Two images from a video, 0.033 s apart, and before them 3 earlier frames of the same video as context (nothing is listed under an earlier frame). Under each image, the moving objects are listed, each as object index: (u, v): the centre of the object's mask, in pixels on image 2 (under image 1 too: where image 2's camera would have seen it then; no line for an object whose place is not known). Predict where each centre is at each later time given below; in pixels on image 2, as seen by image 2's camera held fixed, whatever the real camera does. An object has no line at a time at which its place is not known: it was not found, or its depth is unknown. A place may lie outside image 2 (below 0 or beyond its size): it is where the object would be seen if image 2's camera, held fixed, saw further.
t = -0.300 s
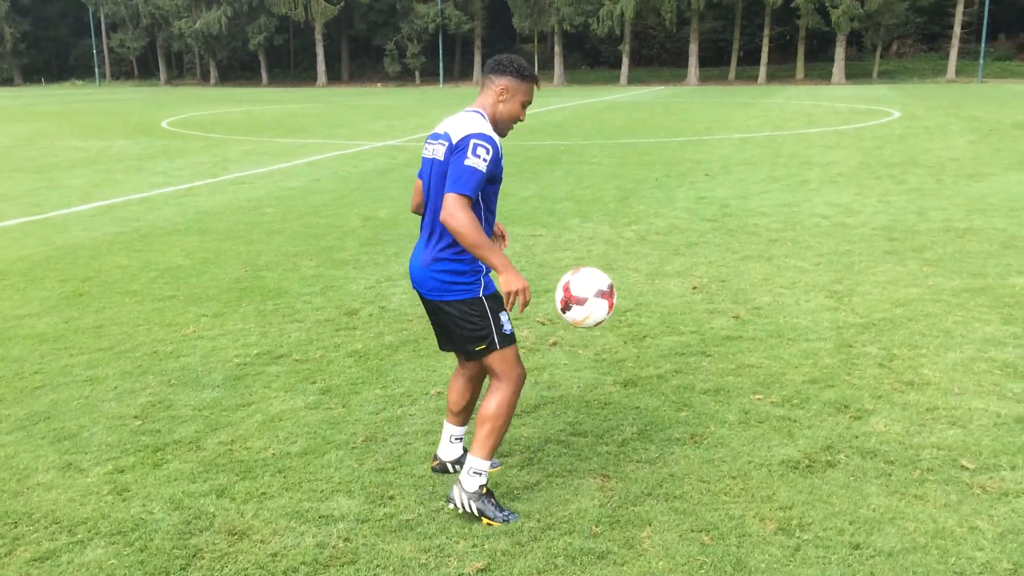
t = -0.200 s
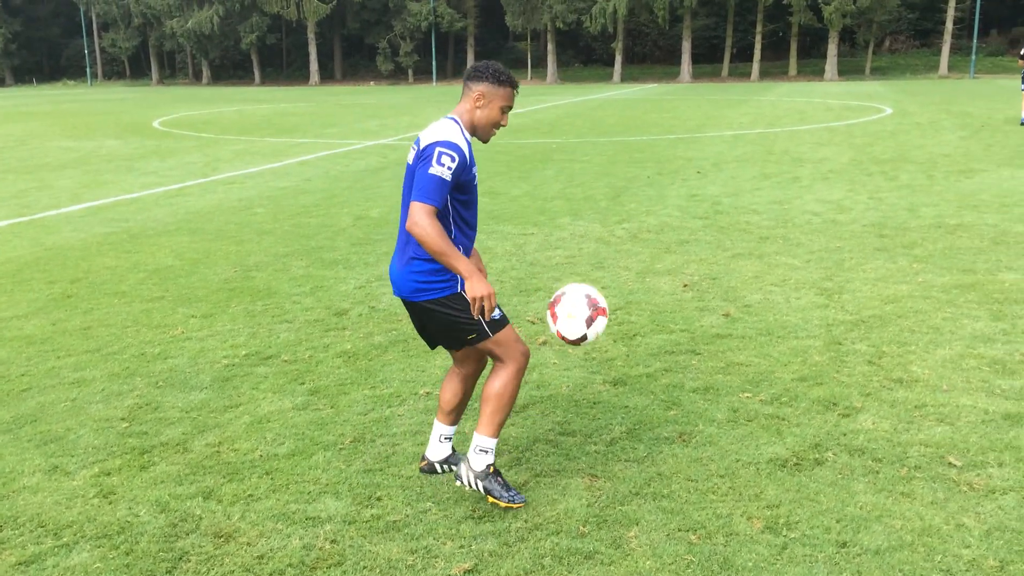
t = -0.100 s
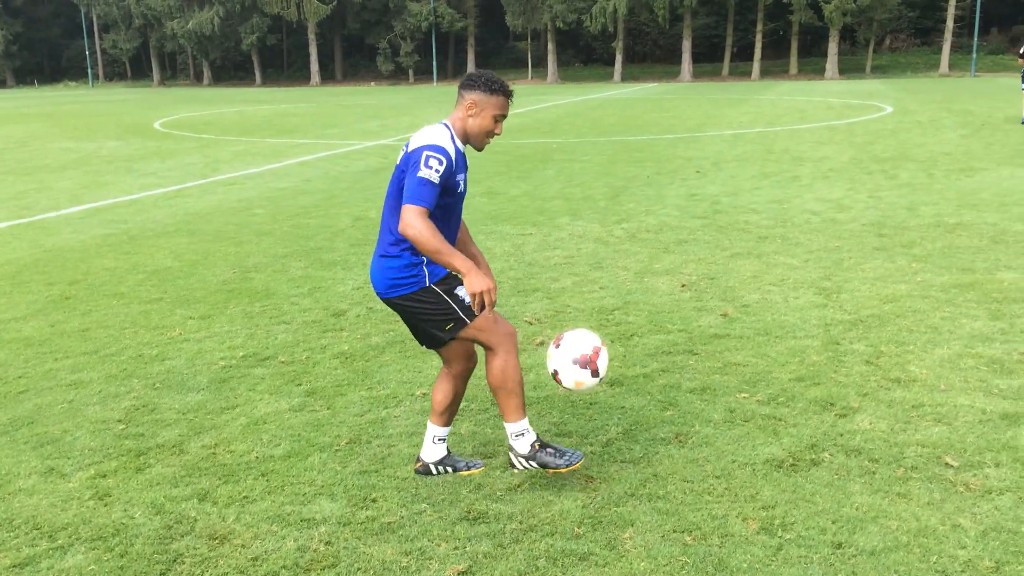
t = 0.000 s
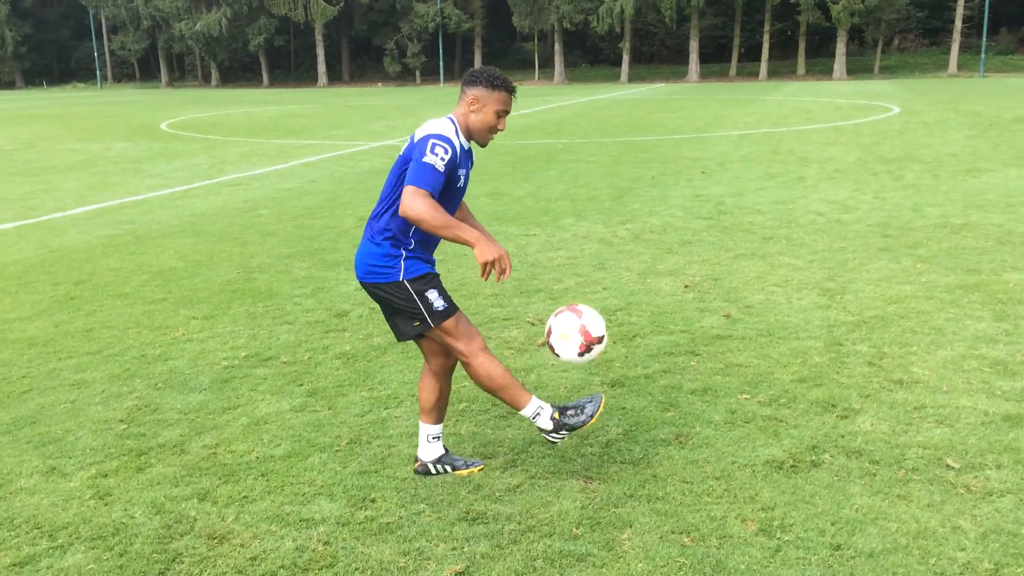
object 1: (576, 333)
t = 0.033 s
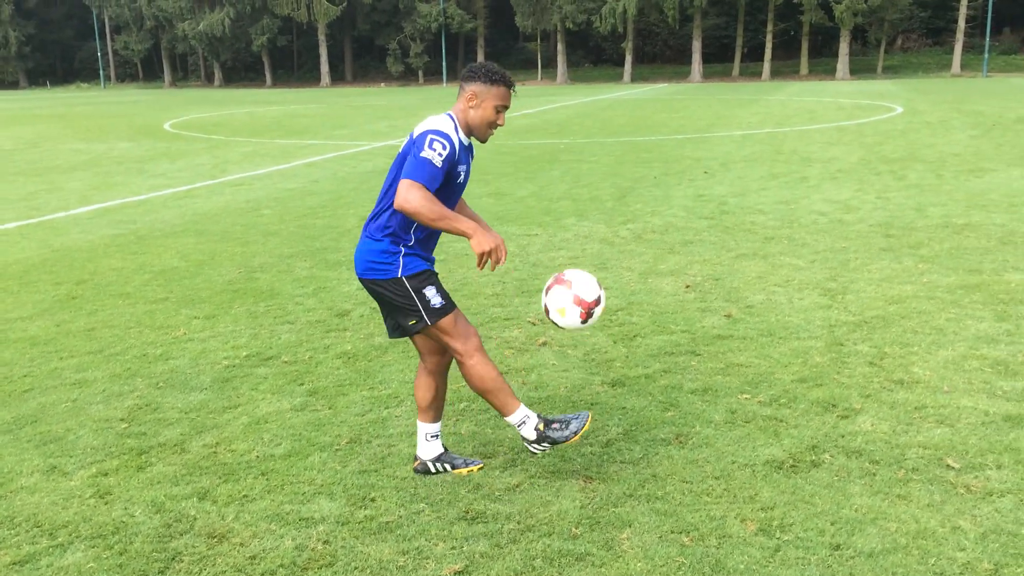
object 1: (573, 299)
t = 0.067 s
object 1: (569, 267)
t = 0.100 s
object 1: (566, 237)
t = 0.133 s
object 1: (562, 210)
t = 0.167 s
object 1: (558, 185)
